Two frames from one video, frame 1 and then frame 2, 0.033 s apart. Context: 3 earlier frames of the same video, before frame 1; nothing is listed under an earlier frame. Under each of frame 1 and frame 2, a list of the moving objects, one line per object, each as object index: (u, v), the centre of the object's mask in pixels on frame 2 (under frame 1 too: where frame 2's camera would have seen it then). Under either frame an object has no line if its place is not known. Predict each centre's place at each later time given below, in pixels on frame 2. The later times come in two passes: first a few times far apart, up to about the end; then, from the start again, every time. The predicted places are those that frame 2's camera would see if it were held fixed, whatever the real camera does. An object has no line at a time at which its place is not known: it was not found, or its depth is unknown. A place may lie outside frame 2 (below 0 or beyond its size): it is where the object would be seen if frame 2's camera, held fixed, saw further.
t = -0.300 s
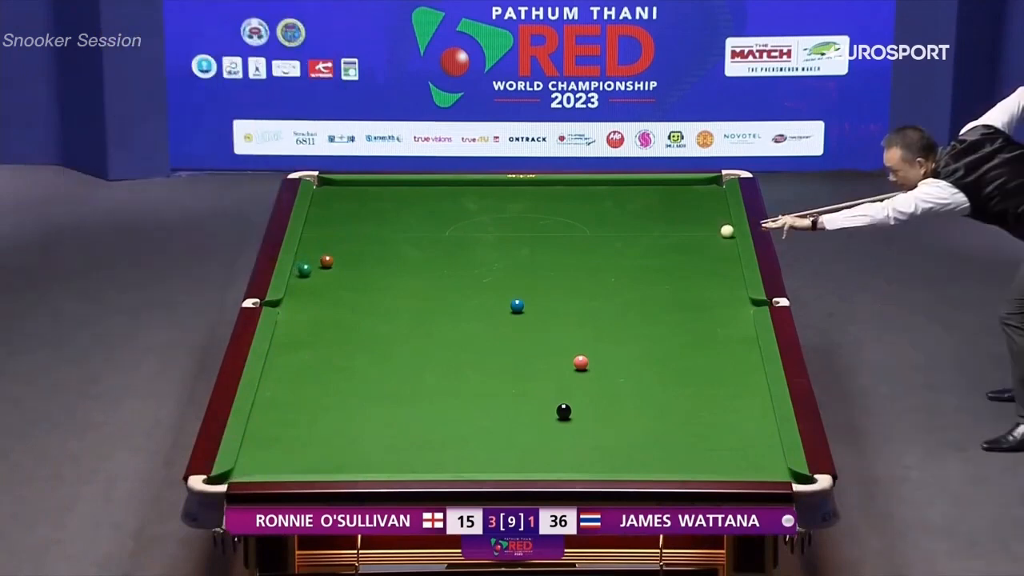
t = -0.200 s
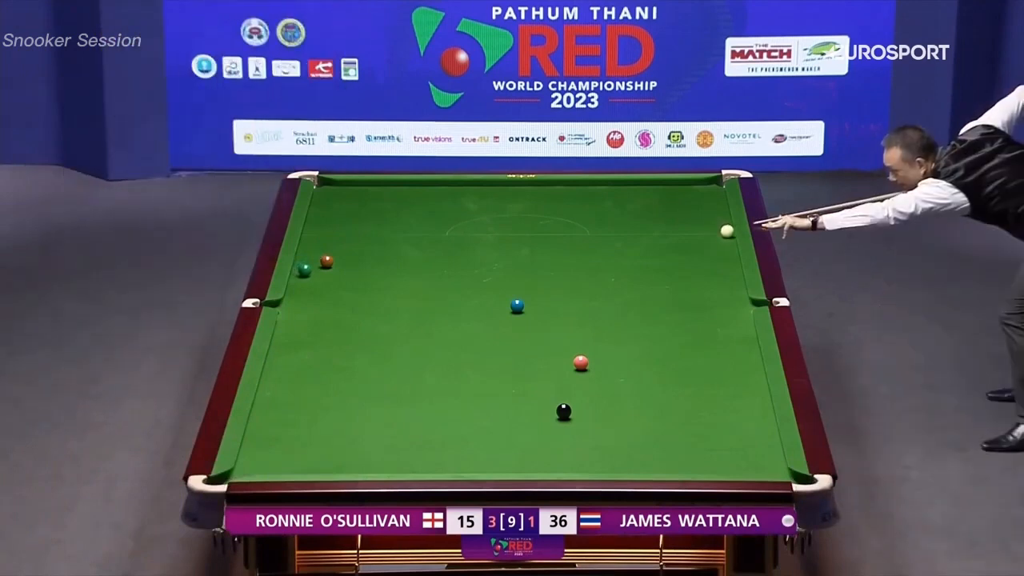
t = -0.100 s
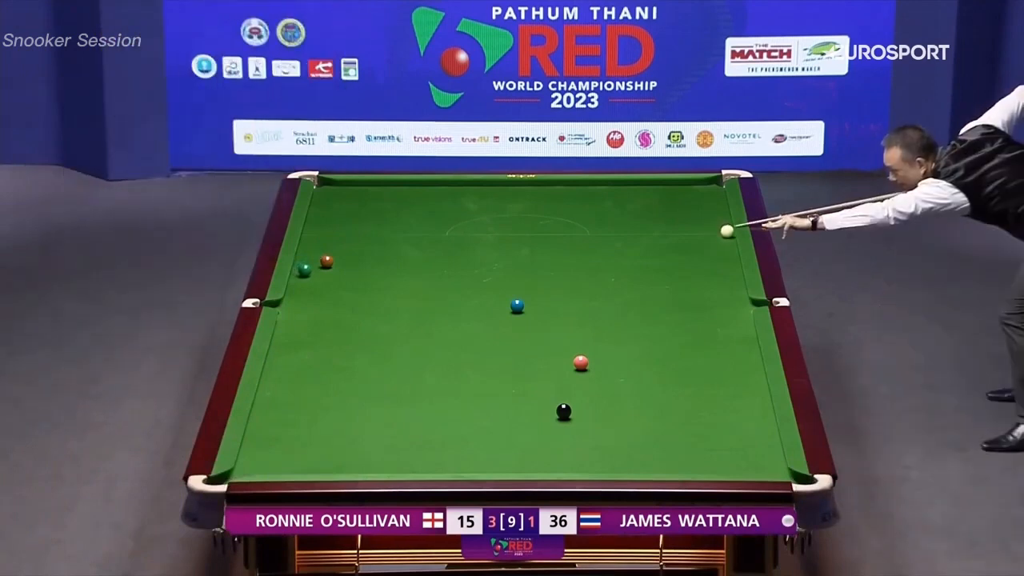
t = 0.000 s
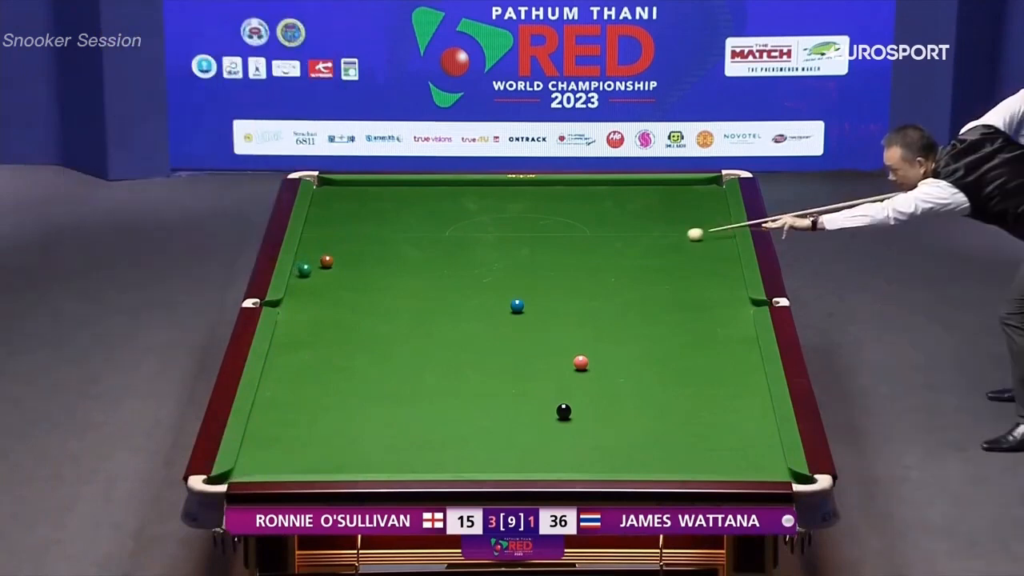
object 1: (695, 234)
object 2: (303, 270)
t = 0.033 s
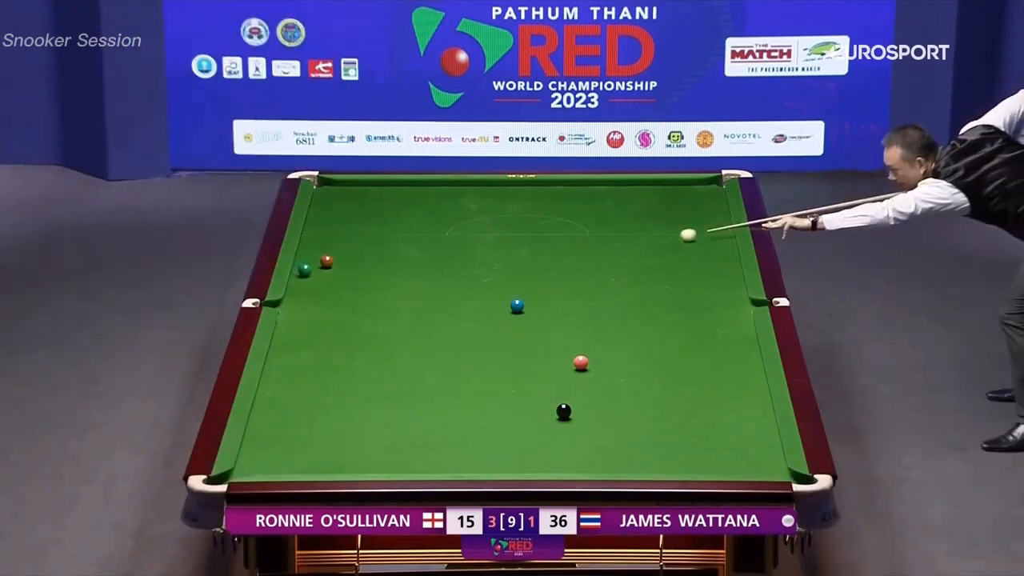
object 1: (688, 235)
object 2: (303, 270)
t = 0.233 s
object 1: (619, 242)
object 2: (303, 270)
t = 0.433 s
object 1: (550, 249)
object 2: (304, 269)
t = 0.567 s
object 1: (508, 253)
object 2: (303, 270)
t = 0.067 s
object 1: (674, 237)
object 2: (303, 270)
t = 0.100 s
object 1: (661, 238)
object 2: (303, 270)
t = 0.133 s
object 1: (654, 238)
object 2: (303, 270)
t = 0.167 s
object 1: (640, 240)
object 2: (303, 270)
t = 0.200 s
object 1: (626, 241)
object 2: (303, 270)
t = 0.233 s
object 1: (619, 242)
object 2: (303, 270)
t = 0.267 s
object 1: (605, 244)
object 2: (303, 270)
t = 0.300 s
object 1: (591, 245)
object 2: (303, 270)
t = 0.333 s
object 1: (584, 245)
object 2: (303, 270)
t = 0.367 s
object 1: (571, 247)
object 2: (303, 270)
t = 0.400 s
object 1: (557, 248)
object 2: (304, 269)
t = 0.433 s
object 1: (550, 249)
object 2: (304, 269)
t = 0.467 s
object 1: (543, 249)
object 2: (304, 269)
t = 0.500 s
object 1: (529, 251)
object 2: (304, 269)
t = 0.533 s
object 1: (515, 252)
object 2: (303, 270)
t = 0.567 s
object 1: (508, 253)
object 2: (303, 270)
